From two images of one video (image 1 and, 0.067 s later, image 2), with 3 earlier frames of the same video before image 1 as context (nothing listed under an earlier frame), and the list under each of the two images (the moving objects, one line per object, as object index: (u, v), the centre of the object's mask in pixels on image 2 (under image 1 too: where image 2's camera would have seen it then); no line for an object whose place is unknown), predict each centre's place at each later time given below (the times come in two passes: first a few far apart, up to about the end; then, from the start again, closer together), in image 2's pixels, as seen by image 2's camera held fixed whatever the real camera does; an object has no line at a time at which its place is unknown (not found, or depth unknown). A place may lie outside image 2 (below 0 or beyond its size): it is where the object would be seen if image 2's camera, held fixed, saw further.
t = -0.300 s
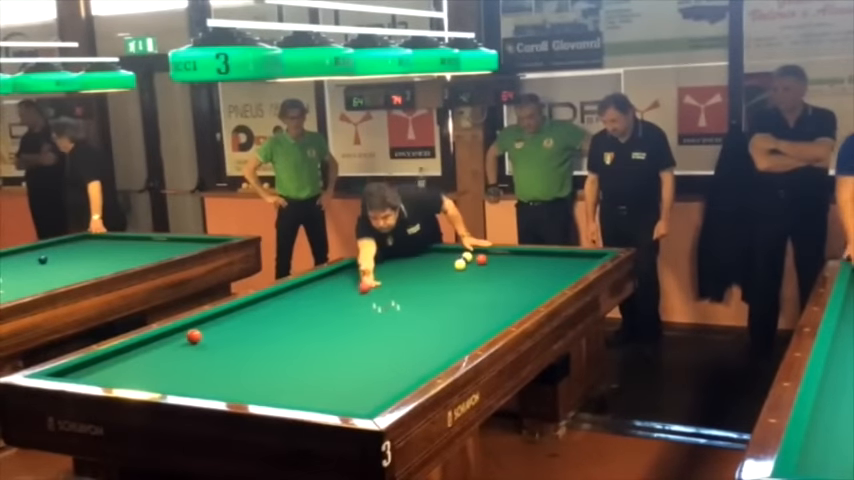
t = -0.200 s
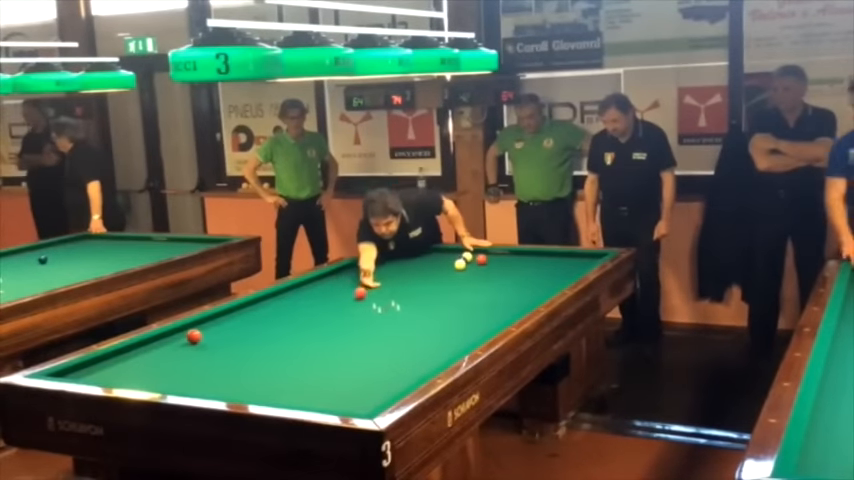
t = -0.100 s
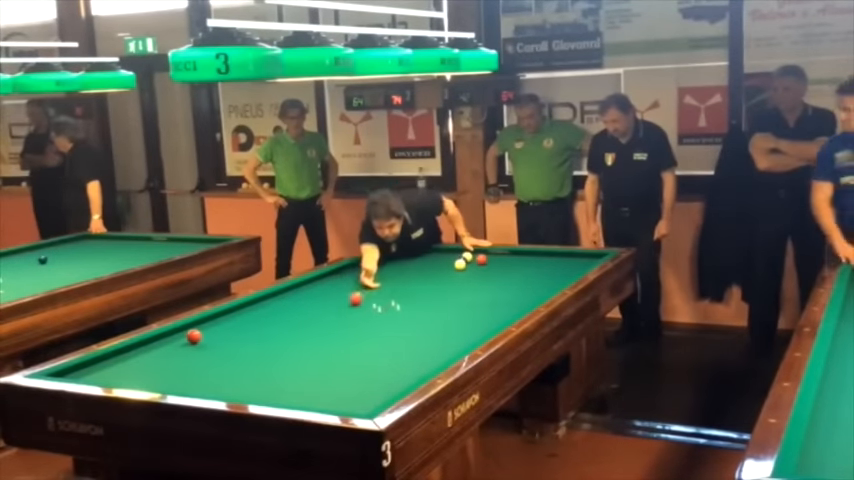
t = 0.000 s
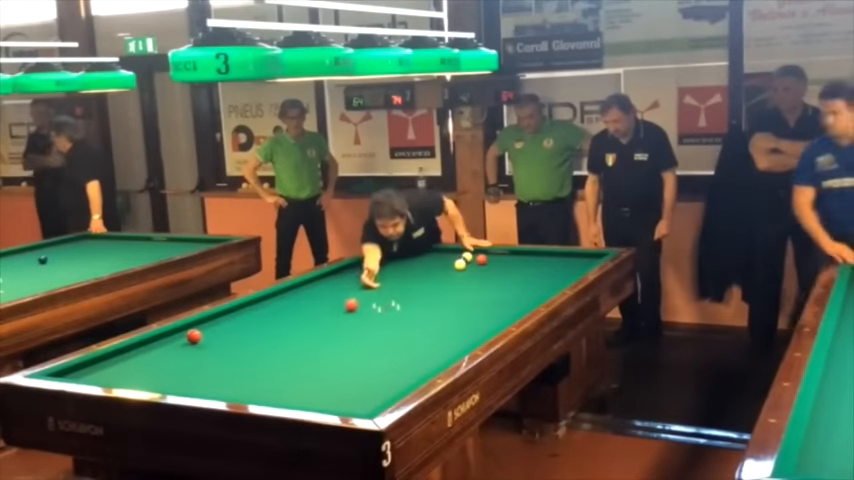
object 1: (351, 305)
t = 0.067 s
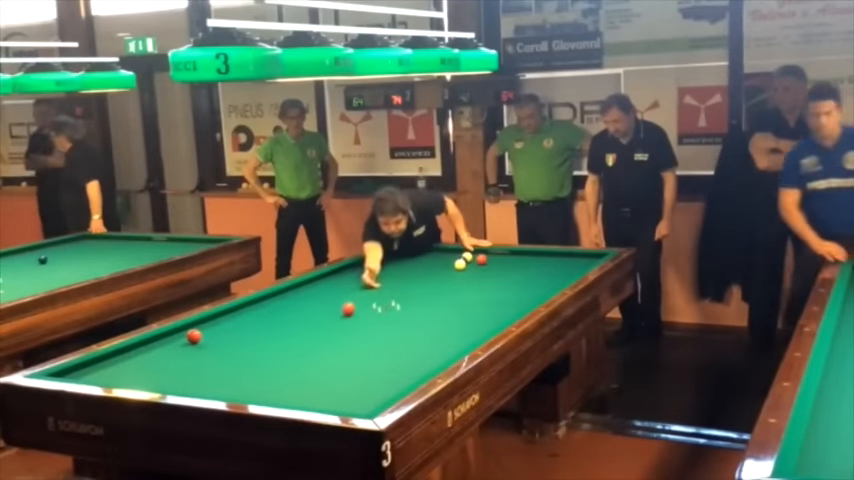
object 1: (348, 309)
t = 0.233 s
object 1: (340, 320)
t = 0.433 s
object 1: (328, 335)
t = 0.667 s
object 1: (314, 355)
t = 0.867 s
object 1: (299, 374)
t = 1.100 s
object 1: (280, 396)
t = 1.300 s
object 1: (313, 391)
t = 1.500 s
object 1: (347, 381)
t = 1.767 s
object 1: (387, 370)
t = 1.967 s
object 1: (415, 362)
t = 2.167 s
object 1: (440, 354)
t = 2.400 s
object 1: (460, 344)
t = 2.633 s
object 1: (466, 338)
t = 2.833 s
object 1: (471, 331)
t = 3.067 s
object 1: (475, 324)
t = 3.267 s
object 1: (478, 318)
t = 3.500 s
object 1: (482, 312)
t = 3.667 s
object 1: (484, 308)
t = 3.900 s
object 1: (487, 302)
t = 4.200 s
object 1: (491, 296)
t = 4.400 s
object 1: (493, 292)
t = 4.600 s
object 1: (495, 288)
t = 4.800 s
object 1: (497, 285)
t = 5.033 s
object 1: (499, 281)
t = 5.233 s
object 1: (501, 277)
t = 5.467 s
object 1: (503, 273)
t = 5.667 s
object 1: (505, 271)
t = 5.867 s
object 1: (506, 268)
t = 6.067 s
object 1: (507, 266)
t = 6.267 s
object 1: (509, 263)
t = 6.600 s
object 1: (510, 260)
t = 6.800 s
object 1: (512, 257)
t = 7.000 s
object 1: (512, 256)
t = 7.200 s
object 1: (514, 253)
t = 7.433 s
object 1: (514, 252)
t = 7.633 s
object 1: (510, 252)
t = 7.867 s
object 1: (505, 253)
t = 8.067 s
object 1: (502, 254)
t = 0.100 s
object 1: (346, 311)
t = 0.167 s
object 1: (343, 316)
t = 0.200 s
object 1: (341, 318)
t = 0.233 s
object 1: (340, 320)
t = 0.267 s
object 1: (338, 322)
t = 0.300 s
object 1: (336, 325)
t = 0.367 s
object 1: (332, 330)
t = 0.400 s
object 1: (330, 332)
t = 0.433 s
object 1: (328, 335)
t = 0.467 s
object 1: (326, 338)
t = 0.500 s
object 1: (324, 340)
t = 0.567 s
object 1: (320, 346)
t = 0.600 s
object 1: (317, 349)
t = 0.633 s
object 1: (316, 352)
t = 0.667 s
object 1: (314, 355)
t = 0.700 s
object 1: (311, 358)
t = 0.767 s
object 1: (306, 364)
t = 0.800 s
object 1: (304, 367)
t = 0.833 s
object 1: (301, 371)
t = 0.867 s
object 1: (299, 374)
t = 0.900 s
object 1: (297, 377)
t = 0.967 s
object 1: (291, 384)
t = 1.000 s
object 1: (288, 388)
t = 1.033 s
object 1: (286, 391)
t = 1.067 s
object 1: (283, 394)
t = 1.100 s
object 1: (280, 396)
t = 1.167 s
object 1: (285, 398)
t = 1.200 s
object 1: (292, 397)
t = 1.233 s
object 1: (299, 396)
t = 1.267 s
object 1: (306, 394)
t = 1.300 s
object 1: (313, 391)
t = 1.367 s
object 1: (325, 387)
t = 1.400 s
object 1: (331, 385)
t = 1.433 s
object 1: (337, 384)
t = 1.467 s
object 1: (342, 382)
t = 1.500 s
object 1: (347, 381)
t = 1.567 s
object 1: (358, 378)
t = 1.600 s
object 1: (363, 377)
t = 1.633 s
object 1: (368, 375)
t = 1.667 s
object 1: (373, 374)
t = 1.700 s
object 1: (377, 372)
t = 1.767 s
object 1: (387, 370)
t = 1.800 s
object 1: (391, 368)
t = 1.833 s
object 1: (396, 367)
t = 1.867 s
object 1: (401, 366)
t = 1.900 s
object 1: (406, 364)
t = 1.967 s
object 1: (415, 362)
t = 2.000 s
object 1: (419, 361)
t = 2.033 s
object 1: (424, 359)
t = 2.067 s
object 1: (428, 358)
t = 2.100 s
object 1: (432, 357)
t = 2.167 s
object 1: (440, 354)
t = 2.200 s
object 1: (444, 353)
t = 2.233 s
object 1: (449, 351)
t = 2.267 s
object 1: (452, 349)
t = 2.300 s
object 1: (456, 348)
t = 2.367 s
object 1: (460, 345)
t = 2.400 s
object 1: (460, 344)
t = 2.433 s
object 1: (461, 343)
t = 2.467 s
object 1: (462, 343)
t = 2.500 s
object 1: (463, 341)
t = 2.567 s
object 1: (464, 340)
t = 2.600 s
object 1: (465, 339)
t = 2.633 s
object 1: (466, 338)
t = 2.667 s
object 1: (467, 337)
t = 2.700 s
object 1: (468, 335)
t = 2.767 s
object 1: (469, 333)
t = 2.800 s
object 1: (470, 332)
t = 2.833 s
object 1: (471, 331)
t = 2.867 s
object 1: (471, 330)
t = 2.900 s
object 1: (472, 329)
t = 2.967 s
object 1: (473, 327)
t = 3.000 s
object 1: (474, 326)
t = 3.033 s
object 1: (475, 325)
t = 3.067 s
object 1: (475, 324)
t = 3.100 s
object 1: (475, 323)
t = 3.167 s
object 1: (477, 321)
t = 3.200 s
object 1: (477, 320)
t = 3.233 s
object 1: (478, 319)
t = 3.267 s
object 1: (478, 318)
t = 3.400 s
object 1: (480, 315)
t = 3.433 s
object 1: (481, 314)
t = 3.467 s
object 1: (481, 313)
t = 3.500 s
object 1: (482, 312)
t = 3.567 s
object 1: (483, 310)
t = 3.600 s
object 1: (483, 310)
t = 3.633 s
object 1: (484, 309)
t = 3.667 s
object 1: (484, 308)
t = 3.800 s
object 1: (486, 305)
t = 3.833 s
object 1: (486, 304)
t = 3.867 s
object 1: (487, 303)
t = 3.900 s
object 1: (487, 302)
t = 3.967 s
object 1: (488, 301)
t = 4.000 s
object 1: (489, 300)
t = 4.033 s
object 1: (489, 299)
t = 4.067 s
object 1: (490, 299)
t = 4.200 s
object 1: (491, 296)
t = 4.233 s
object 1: (491, 295)
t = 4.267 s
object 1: (492, 295)
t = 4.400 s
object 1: (493, 292)
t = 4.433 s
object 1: (494, 291)
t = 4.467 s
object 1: (494, 291)
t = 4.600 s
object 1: (495, 288)
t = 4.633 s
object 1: (496, 287)
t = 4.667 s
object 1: (496, 287)
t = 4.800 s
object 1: (497, 285)
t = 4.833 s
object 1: (497, 284)
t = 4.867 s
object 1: (498, 283)
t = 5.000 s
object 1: (499, 281)
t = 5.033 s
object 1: (499, 281)
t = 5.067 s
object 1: (500, 280)
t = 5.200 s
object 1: (501, 278)
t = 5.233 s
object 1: (501, 277)
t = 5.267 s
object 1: (501, 277)
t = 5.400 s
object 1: (502, 275)
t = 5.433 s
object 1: (503, 274)
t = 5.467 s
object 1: (503, 273)
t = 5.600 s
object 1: (504, 272)
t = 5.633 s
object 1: (504, 271)
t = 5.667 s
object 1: (505, 271)
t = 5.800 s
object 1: (505, 269)
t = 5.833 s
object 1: (506, 269)
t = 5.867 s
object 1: (506, 268)
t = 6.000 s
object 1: (507, 267)
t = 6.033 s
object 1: (507, 266)
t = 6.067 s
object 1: (507, 266)
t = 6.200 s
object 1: (508, 264)
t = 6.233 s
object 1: (509, 263)
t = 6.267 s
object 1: (509, 263)
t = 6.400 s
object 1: (509, 261)
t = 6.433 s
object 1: (509, 261)
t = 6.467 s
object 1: (510, 261)
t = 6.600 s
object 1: (510, 260)
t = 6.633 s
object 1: (511, 259)
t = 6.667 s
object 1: (511, 259)
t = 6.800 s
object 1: (512, 257)
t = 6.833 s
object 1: (512, 257)
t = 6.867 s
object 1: (512, 257)
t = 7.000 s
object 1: (512, 256)
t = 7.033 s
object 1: (513, 255)
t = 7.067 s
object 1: (513, 255)
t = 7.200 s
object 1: (514, 253)
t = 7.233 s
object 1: (514, 253)
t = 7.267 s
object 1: (514, 253)
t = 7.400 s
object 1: (514, 252)
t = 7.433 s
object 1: (514, 252)
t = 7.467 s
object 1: (513, 252)
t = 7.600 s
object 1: (510, 252)
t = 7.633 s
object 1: (510, 252)
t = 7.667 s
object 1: (509, 252)
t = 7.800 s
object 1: (507, 253)
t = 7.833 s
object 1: (506, 253)
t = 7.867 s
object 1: (505, 253)
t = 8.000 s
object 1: (503, 254)
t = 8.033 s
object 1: (503, 254)
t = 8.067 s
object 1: (502, 254)
